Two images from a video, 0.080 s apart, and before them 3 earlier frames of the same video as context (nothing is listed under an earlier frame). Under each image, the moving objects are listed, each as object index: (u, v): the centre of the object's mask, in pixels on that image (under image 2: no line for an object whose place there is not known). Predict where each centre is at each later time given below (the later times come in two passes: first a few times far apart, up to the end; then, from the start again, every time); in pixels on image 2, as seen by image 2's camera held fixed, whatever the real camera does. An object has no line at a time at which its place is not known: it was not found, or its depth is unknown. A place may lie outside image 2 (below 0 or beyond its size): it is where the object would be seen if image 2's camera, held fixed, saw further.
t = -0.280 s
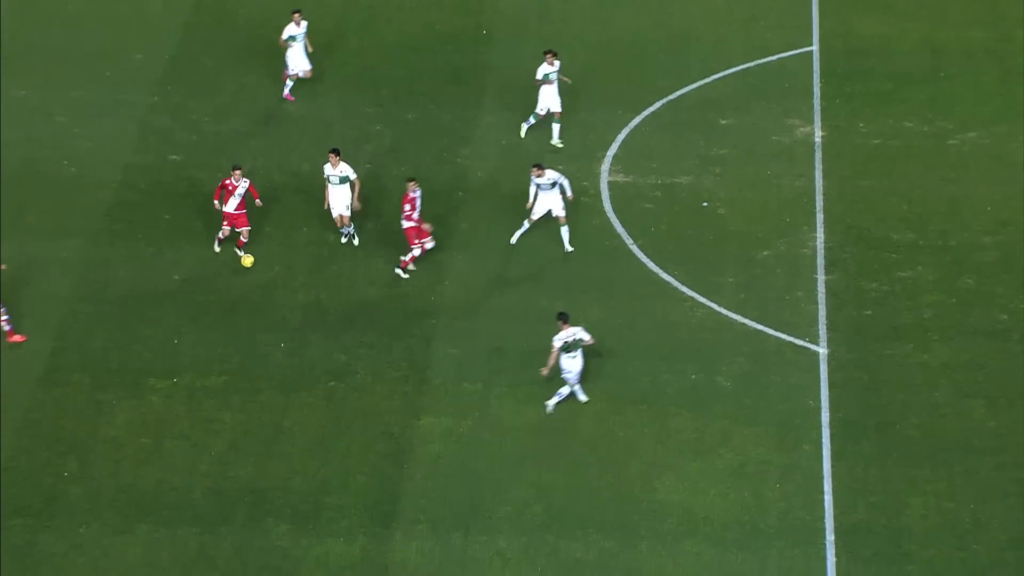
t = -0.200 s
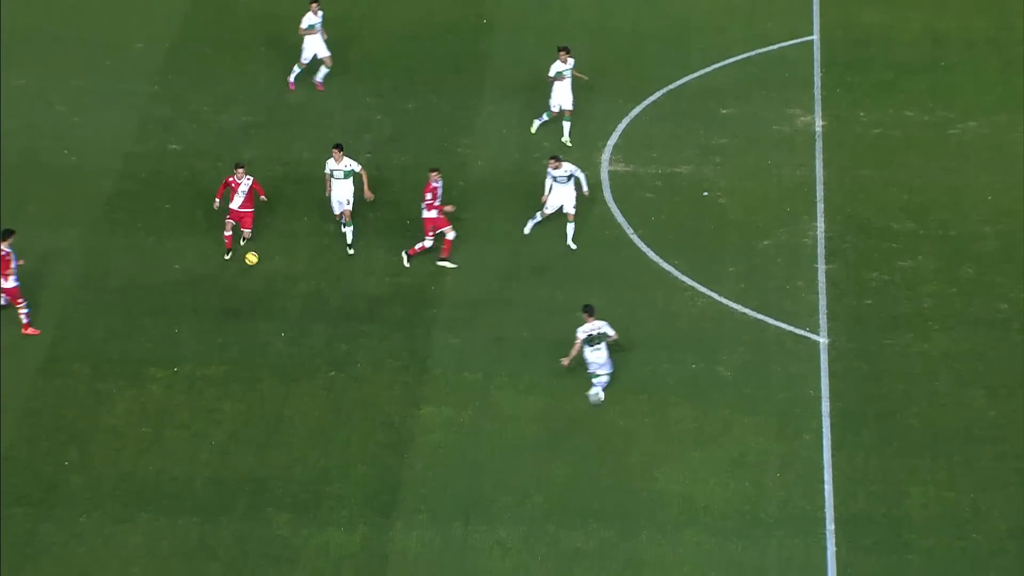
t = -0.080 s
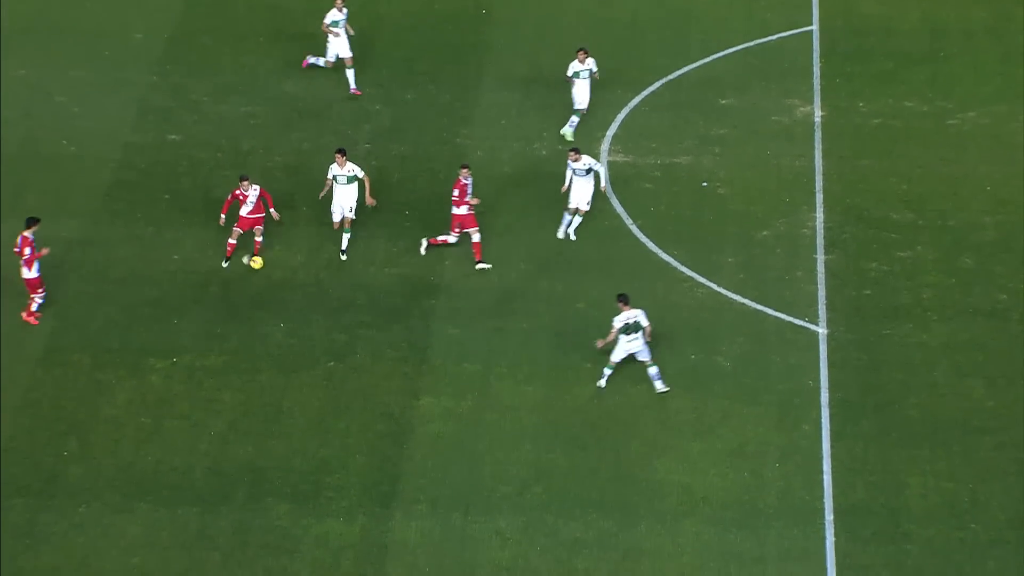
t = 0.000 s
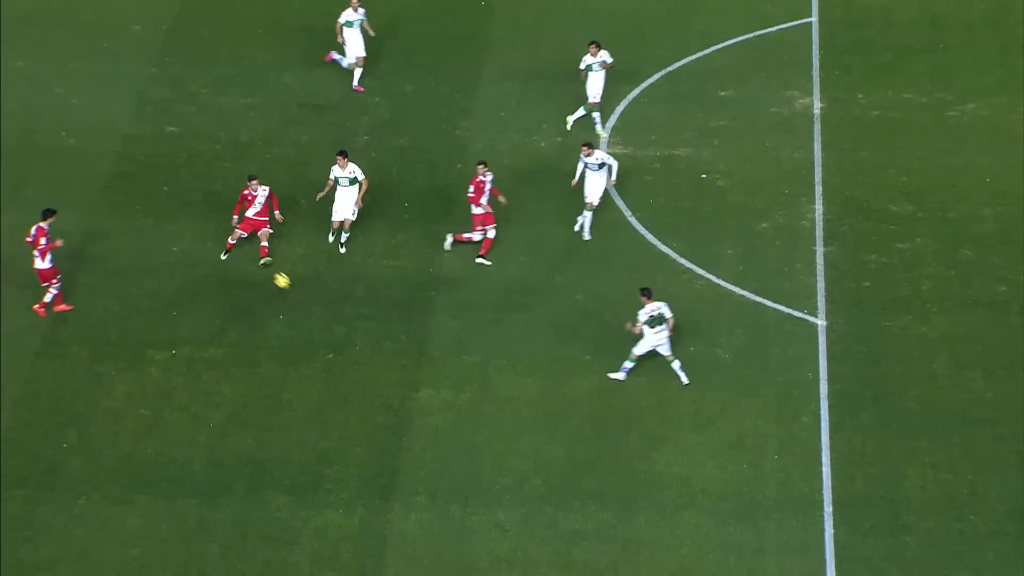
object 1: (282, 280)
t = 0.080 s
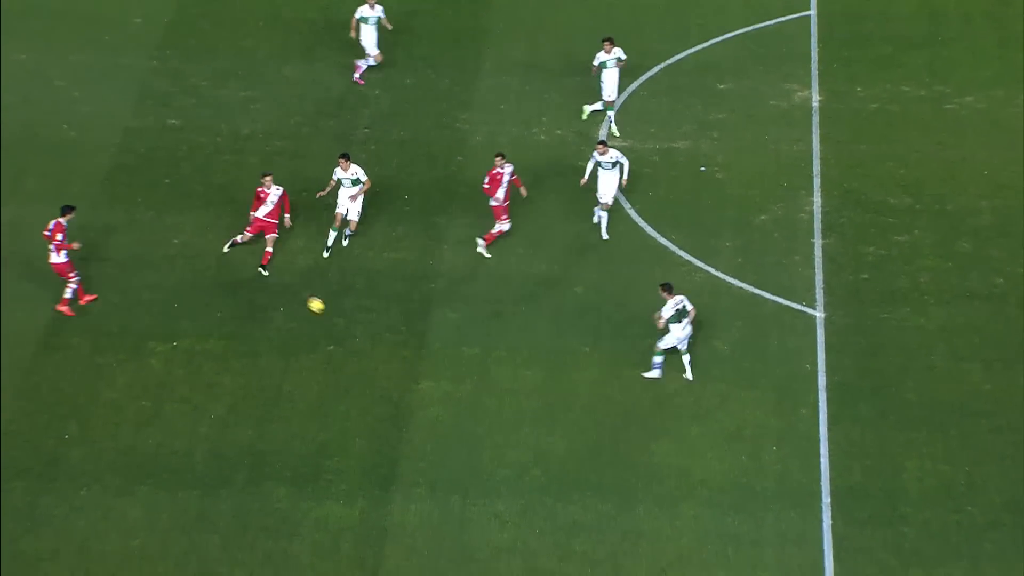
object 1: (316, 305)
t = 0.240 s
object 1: (384, 368)
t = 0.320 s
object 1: (418, 393)
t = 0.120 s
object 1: (332, 319)
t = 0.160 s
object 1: (349, 334)
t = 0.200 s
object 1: (366, 350)
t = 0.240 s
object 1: (384, 368)
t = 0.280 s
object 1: (401, 380)
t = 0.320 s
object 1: (418, 393)
